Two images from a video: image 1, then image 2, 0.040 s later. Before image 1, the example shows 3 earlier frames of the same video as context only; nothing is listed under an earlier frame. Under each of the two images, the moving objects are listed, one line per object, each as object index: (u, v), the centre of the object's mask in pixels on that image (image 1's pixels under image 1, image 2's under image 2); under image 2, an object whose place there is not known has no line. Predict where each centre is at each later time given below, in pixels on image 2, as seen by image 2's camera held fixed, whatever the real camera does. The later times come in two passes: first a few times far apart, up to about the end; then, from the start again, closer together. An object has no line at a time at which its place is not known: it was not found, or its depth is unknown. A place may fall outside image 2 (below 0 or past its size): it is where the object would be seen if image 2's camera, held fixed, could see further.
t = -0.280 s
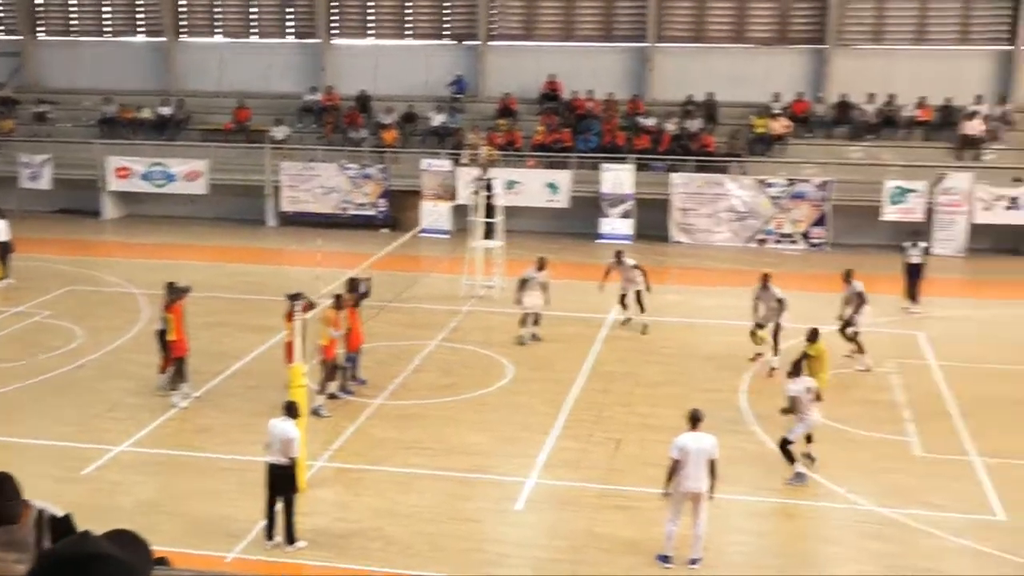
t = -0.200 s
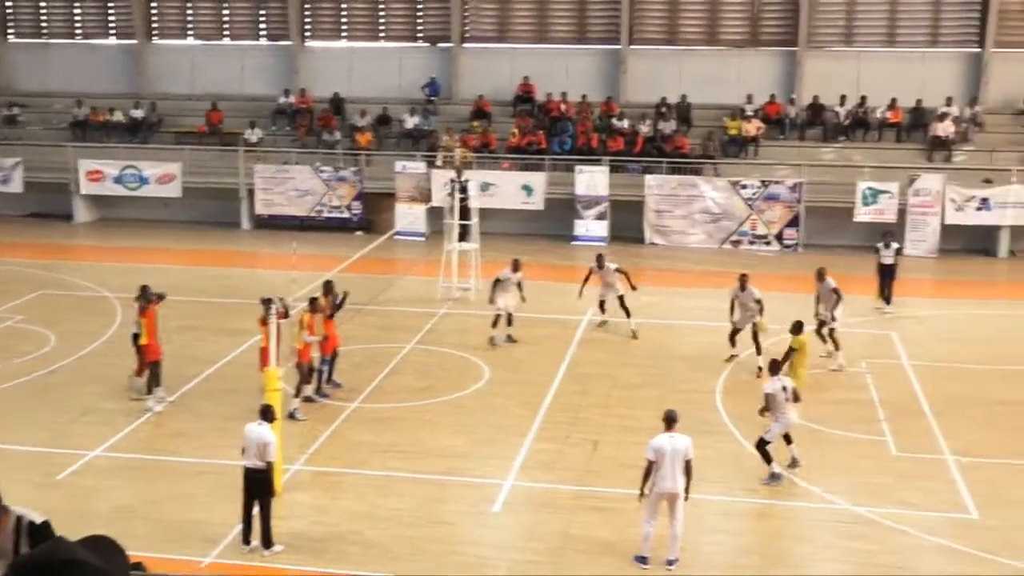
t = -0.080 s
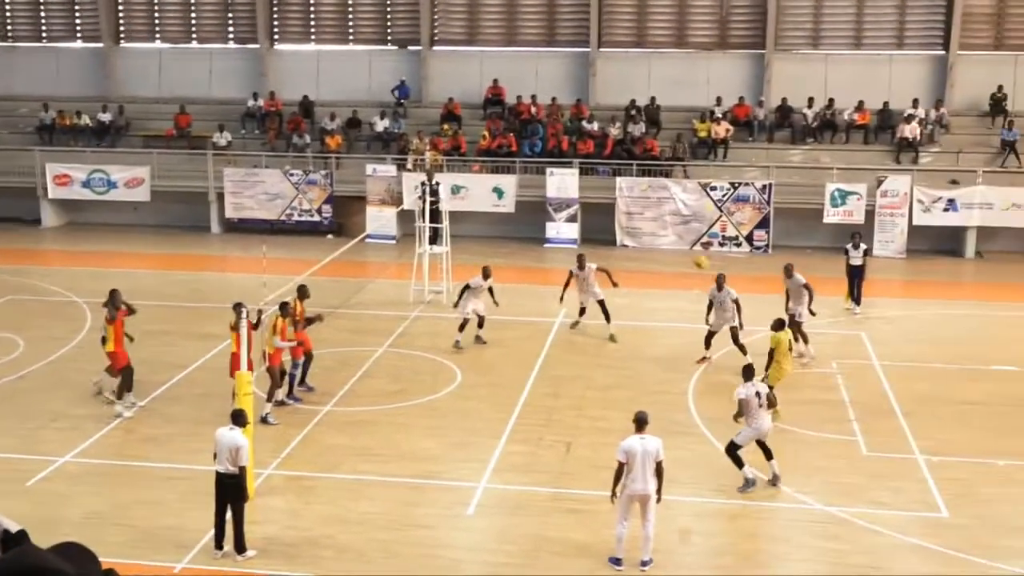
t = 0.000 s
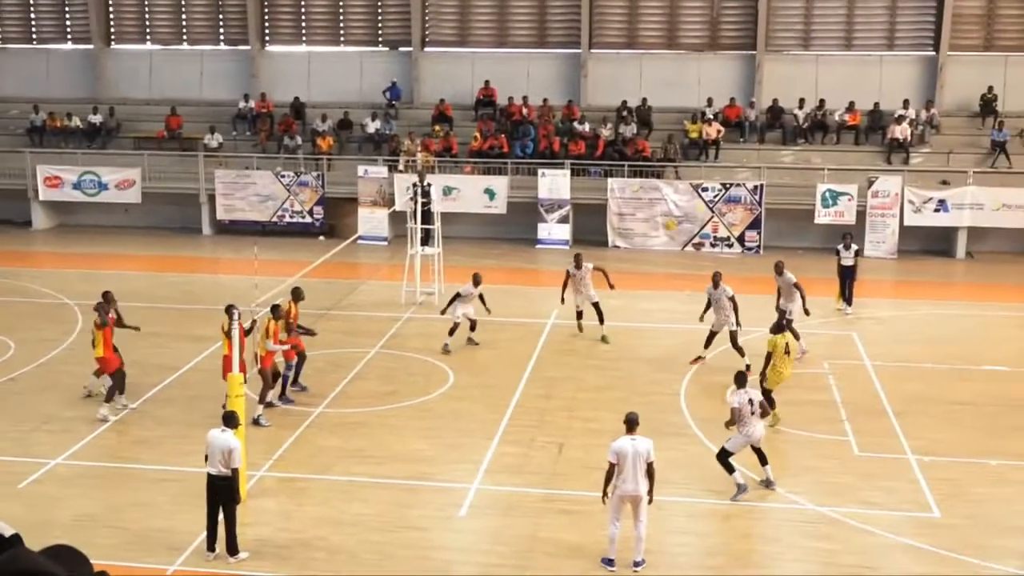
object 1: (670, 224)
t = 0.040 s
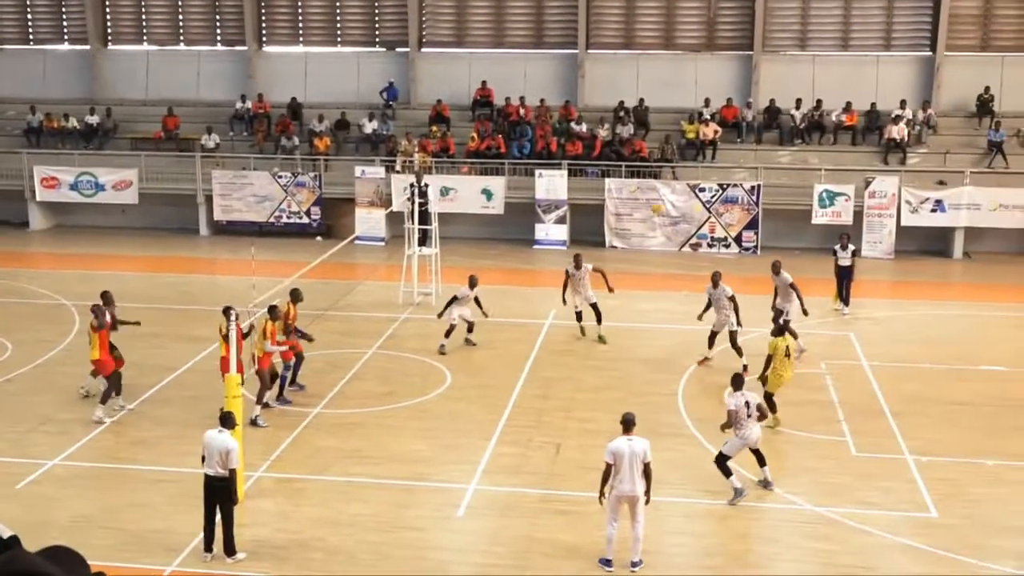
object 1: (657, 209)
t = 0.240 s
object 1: (606, 136)
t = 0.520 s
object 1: (537, 81)
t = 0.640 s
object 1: (508, 73)
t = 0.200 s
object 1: (615, 147)
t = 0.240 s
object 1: (606, 136)
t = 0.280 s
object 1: (595, 125)
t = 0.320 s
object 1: (584, 113)
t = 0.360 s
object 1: (576, 105)
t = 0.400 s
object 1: (566, 98)
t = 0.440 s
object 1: (555, 91)
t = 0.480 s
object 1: (546, 86)
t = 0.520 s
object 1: (537, 81)
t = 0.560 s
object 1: (527, 78)
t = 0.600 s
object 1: (517, 75)
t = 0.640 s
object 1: (508, 73)
